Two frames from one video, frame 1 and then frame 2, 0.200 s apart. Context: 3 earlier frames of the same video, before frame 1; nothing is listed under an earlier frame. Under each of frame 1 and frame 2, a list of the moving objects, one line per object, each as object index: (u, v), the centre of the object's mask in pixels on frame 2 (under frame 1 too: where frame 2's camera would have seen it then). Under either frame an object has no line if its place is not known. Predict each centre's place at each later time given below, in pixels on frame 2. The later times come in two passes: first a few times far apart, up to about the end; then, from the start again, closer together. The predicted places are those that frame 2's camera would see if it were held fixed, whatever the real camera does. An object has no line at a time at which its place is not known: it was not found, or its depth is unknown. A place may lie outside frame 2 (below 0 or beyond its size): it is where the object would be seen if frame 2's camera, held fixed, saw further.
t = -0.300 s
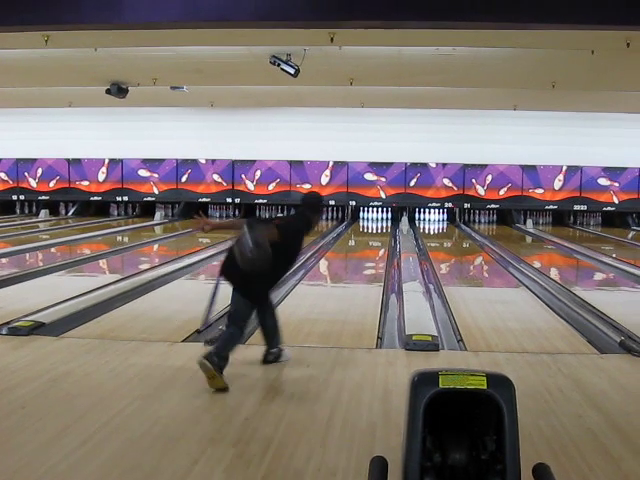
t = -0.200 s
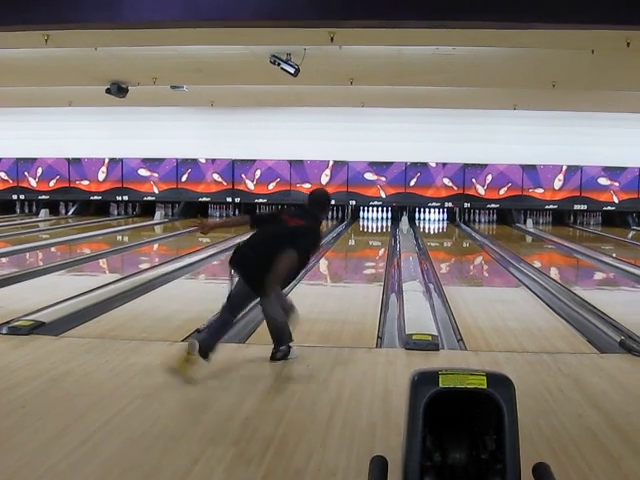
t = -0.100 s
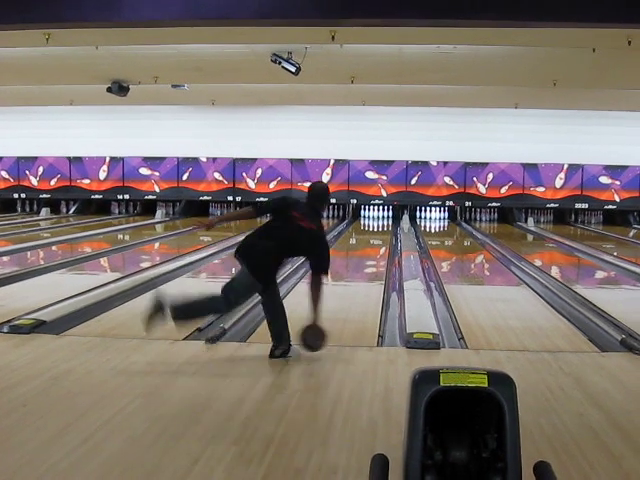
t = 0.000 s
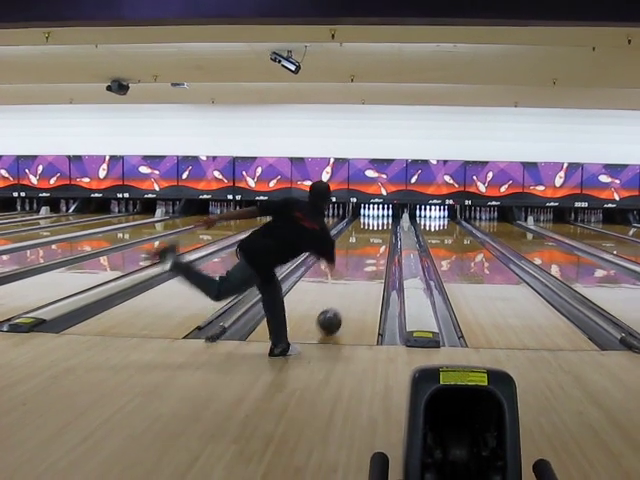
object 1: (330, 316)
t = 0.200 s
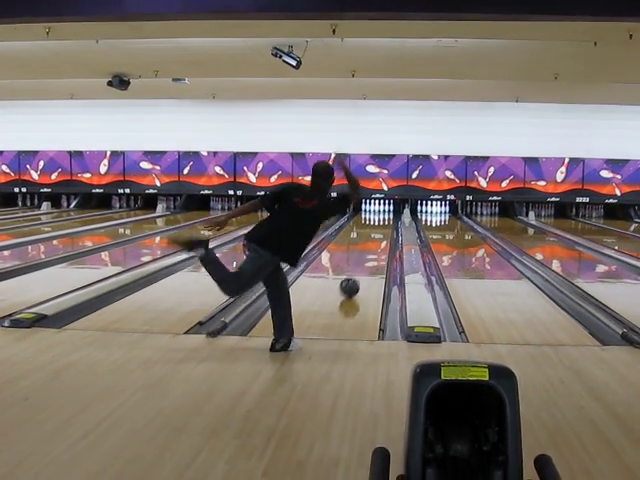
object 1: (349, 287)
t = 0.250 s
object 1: (352, 282)
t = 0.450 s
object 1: (364, 264)
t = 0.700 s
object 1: (373, 249)
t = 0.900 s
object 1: (378, 239)
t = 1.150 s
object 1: (383, 231)
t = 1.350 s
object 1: (385, 226)
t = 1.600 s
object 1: (386, 220)
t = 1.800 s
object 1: (384, 216)
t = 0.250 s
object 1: (352, 282)
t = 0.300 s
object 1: (356, 276)
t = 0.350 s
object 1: (359, 272)
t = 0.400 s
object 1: (361, 267)
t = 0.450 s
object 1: (364, 264)
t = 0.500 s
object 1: (366, 260)
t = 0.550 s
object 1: (368, 257)
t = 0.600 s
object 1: (370, 254)
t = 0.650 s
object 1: (372, 251)
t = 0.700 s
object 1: (373, 249)
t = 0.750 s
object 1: (375, 246)
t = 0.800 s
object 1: (376, 244)
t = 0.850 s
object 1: (377, 241)
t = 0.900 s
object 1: (378, 239)
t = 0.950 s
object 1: (380, 238)
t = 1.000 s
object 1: (381, 236)
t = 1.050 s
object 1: (381, 234)
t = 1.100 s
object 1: (383, 232)
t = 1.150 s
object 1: (383, 231)
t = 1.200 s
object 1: (383, 230)
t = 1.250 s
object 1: (384, 229)
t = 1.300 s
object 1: (385, 227)
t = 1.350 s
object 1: (385, 226)
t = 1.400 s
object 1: (385, 225)
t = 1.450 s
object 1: (386, 223)
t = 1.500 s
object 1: (386, 222)
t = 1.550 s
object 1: (386, 221)
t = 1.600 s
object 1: (386, 220)
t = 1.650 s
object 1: (386, 219)
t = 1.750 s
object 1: (386, 218)
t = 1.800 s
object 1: (384, 216)
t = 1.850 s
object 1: (383, 217)
